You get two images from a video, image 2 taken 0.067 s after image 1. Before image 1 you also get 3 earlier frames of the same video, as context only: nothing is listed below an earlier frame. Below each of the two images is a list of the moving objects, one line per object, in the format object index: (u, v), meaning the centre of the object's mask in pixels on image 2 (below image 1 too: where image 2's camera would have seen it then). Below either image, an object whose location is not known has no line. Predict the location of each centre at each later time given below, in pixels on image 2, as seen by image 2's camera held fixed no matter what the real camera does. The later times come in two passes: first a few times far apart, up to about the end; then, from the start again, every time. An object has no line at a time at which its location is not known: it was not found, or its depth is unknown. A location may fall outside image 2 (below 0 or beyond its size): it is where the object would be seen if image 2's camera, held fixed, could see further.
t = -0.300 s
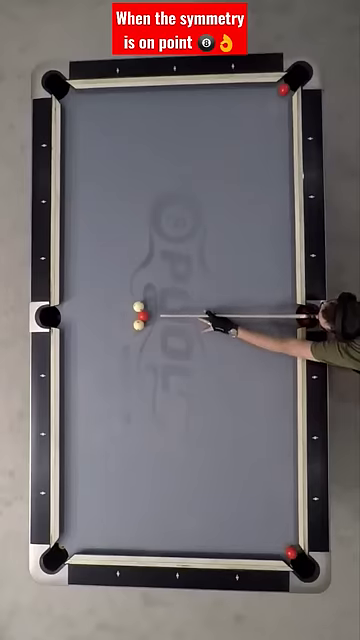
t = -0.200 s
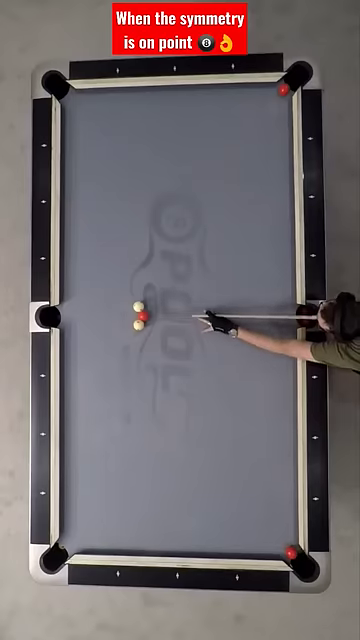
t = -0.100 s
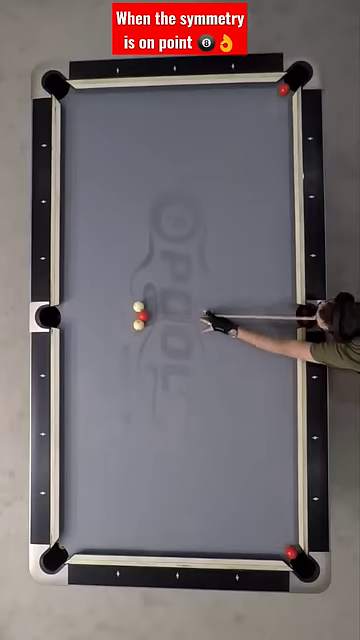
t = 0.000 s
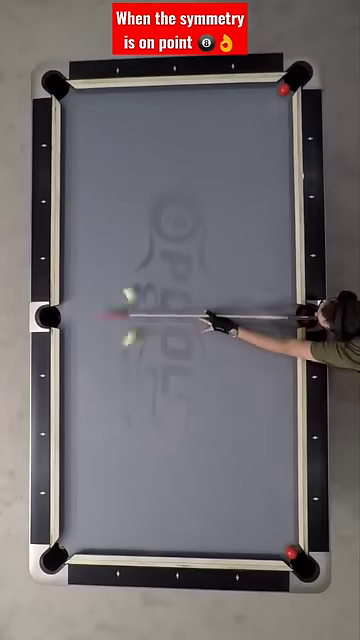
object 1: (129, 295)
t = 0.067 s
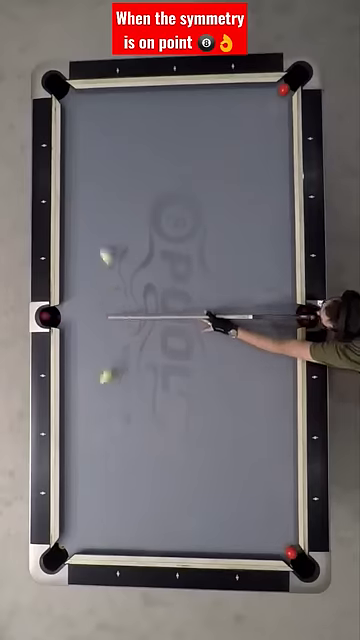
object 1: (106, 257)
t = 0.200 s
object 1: (65, 189)
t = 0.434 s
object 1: (116, 136)
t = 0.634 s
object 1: (154, 97)
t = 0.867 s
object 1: (209, 118)
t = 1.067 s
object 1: (258, 142)
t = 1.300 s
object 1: (265, 176)
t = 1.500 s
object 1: (231, 207)
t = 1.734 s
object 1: (192, 243)
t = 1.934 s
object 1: (158, 274)
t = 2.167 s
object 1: (120, 310)
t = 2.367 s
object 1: (88, 340)
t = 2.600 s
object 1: (73, 367)
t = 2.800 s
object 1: (90, 381)
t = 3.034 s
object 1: (110, 397)
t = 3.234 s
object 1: (126, 411)
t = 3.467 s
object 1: (144, 425)
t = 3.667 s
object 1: (160, 438)
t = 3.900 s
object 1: (177, 452)
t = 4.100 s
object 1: (192, 463)
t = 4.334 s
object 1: (208, 477)
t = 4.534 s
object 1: (222, 488)
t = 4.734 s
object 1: (235, 499)
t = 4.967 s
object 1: (250, 511)
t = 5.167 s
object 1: (262, 521)
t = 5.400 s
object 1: (276, 532)
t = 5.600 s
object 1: (287, 542)
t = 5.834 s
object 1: (290, 542)
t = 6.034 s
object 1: (286, 542)
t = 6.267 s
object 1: (283, 542)
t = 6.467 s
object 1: (280, 542)
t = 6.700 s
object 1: (278, 542)
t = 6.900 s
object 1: (277, 543)
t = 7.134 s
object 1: (276, 542)
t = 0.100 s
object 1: (95, 239)
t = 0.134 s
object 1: (84, 222)
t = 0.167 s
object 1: (72, 204)
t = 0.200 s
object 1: (65, 189)
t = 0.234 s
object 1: (73, 181)
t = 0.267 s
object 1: (81, 172)
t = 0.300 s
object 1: (88, 165)
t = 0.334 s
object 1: (96, 157)
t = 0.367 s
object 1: (103, 150)
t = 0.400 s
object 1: (109, 143)
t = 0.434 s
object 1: (116, 136)
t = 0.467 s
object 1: (122, 129)
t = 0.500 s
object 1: (129, 123)
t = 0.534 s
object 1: (135, 116)
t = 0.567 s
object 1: (141, 110)
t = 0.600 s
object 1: (148, 103)
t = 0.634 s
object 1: (154, 97)
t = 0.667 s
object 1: (160, 92)
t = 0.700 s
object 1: (168, 96)
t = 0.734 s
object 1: (177, 102)
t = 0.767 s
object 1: (185, 106)
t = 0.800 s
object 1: (193, 110)
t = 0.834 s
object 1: (201, 114)
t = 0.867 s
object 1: (209, 118)
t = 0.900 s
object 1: (217, 122)
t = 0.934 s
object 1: (226, 126)
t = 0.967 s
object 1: (234, 130)
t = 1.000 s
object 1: (242, 134)
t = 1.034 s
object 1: (250, 138)
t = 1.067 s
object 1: (258, 142)
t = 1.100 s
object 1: (266, 146)
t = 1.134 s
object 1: (274, 150)
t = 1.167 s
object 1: (282, 155)
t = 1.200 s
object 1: (284, 159)
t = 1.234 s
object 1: (278, 165)
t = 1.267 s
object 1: (271, 170)
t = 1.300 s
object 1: (265, 176)
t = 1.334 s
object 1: (259, 181)
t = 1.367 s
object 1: (253, 186)
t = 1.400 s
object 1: (248, 191)
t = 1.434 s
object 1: (242, 197)
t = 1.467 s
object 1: (236, 202)
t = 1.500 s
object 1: (231, 207)
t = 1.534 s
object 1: (225, 212)
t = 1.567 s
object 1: (220, 217)
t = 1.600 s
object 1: (214, 222)
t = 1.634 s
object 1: (208, 228)
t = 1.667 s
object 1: (203, 233)
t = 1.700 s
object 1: (197, 238)
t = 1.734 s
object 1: (192, 243)
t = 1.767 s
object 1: (186, 248)
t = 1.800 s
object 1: (181, 253)
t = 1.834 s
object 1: (175, 258)
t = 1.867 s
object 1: (169, 264)
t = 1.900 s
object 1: (164, 269)
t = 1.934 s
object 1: (158, 274)
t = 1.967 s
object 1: (153, 279)
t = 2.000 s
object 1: (147, 284)
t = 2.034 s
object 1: (142, 289)
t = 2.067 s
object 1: (136, 295)
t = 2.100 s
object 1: (131, 300)
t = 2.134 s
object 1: (125, 305)
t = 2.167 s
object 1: (120, 310)
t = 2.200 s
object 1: (115, 314)
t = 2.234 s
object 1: (109, 320)
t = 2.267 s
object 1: (104, 325)
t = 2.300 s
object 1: (99, 330)
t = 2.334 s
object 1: (93, 335)
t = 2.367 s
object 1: (88, 340)
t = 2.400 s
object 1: (83, 345)
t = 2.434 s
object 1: (78, 350)
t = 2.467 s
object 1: (73, 355)
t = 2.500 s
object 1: (68, 359)
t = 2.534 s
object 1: (66, 363)
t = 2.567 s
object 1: (69, 365)
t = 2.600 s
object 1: (73, 367)
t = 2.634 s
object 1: (76, 370)
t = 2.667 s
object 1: (79, 372)
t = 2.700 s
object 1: (82, 374)
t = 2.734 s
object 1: (85, 377)
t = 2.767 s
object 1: (88, 378)
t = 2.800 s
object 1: (90, 381)
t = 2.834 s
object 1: (93, 384)
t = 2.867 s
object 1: (96, 386)
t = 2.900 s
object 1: (99, 388)
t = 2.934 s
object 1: (102, 390)
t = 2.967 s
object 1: (104, 393)
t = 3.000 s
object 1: (107, 395)
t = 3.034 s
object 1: (110, 397)
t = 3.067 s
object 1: (113, 399)
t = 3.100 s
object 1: (115, 402)
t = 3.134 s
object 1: (118, 404)
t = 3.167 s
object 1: (120, 406)
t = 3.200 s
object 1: (123, 408)
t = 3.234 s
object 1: (126, 411)
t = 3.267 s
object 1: (129, 413)
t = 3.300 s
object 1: (131, 415)
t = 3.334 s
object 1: (134, 417)
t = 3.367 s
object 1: (136, 419)
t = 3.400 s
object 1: (139, 421)
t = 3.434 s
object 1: (142, 423)
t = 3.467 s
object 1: (144, 425)
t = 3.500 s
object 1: (147, 427)
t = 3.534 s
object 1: (150, 429)
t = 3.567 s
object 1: (152, 431)
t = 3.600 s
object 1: (155, 434)
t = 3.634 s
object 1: (157, 436)
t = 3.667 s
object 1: (160, 438)
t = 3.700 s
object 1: (162, 440)
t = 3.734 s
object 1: (165, 442)
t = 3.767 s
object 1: (167, 444)
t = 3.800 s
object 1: (170, 446)
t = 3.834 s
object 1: (172, 448)
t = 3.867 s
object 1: (175, 450)
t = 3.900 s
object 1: (177, 452)
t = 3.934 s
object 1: (180, 454)
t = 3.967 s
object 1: (182, 455)
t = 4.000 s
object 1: (185, 458)
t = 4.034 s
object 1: (187, 459)
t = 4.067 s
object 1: (189, 461)
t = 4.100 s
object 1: (192, 463)
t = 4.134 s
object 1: (194, 465)
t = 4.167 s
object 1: (197, 467)
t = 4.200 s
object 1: (199, 469)
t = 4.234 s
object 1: (201, 471)
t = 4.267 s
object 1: (203, 473)
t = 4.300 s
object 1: (206, 475)
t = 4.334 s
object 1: (208, 477)
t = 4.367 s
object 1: (210, 479)
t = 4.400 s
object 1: (213, 481)
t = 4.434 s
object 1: (215, 482)
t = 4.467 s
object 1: (217, 484)
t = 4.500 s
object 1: (219, 486)
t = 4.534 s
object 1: (222, 488)
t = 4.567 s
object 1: (224, 490)
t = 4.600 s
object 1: (226, 492)
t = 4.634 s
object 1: (228, 493)
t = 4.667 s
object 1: (231, 495)
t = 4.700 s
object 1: (233, 497)
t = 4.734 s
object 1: (235, 499)
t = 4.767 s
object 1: (237, 501)
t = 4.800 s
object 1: (239, 502)
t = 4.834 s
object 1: (241, 504)
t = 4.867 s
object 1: (243, 506)
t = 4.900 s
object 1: (246, 507)
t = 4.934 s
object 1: (248, 509)
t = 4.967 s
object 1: (250, 511)
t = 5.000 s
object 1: (252, 513)
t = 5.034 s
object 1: (254, 514)
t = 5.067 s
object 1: (256, 516)
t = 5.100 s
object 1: (258, 518)
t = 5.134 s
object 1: (260, 519)
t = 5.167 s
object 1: (262, 521)
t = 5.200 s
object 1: (264, 523)
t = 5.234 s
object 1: (266, 524)
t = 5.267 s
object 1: (268, 526)
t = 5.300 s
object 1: (270, 528)
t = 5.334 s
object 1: (272, 529)
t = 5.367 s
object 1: (274, 531)
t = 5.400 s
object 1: (276, 532)
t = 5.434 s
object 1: (278, 534)
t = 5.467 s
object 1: (280, 535)
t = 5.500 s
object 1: (281, 537)
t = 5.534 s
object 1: (283, 539)
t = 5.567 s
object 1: (285, 540)
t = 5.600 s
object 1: (287, 542)
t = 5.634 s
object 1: (288, 542)
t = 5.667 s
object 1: (290, 542)
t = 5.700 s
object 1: (291, 542)
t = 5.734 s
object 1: (291, 542)
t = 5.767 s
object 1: (290, 542)
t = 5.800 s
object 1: (290, 542)
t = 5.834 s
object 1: (290, 542)
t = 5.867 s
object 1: (289, 542)
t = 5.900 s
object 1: (288, 542)
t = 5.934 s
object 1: (288, 542)
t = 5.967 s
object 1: (287, 542)
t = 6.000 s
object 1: (287, 542)
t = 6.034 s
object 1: (286, 542)
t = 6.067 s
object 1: (286, 542)
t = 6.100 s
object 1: (285, 542)
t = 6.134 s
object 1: (285, 542)
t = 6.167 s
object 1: (284, 542)
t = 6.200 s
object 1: (284, 542)
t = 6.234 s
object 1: (283, 542)
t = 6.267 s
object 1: (283, 542)
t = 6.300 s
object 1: (282, 542)
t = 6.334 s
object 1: (282, 542)
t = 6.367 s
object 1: (281, 542)
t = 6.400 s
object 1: (281, 542)
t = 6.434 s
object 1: (281, 542)
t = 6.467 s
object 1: (280, 542)
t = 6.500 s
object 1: (280, 542)
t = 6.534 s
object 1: (280, 542)
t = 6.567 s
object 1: (279, 543)
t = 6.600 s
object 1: (279, 542)
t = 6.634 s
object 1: (279, 542)
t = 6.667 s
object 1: (278, 542)
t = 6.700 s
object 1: (278, 542)
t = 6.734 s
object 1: (278, 542)
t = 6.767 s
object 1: (278, 543)
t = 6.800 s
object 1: (278, 543)
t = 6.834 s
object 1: (278, 543)
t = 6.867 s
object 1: (277, 543)
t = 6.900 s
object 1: (277, 543)
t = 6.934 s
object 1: (277, 543)
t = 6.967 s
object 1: (277, 543)
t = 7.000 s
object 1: (276, 543)
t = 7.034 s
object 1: (276, 543)
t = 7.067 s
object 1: (276, 543)
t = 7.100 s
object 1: (276, 543)
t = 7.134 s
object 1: (276, 542)
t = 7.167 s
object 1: (276, 542)
